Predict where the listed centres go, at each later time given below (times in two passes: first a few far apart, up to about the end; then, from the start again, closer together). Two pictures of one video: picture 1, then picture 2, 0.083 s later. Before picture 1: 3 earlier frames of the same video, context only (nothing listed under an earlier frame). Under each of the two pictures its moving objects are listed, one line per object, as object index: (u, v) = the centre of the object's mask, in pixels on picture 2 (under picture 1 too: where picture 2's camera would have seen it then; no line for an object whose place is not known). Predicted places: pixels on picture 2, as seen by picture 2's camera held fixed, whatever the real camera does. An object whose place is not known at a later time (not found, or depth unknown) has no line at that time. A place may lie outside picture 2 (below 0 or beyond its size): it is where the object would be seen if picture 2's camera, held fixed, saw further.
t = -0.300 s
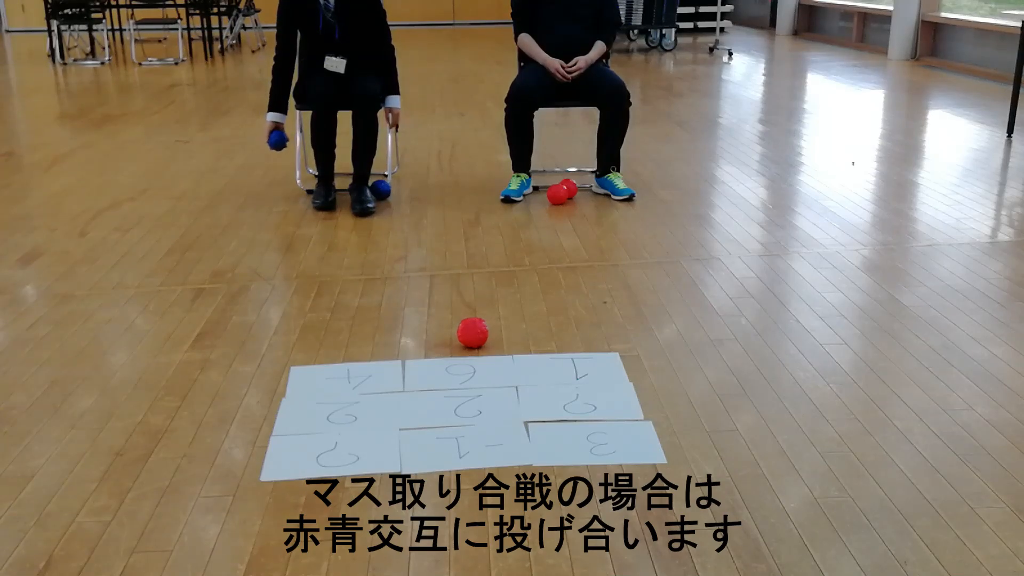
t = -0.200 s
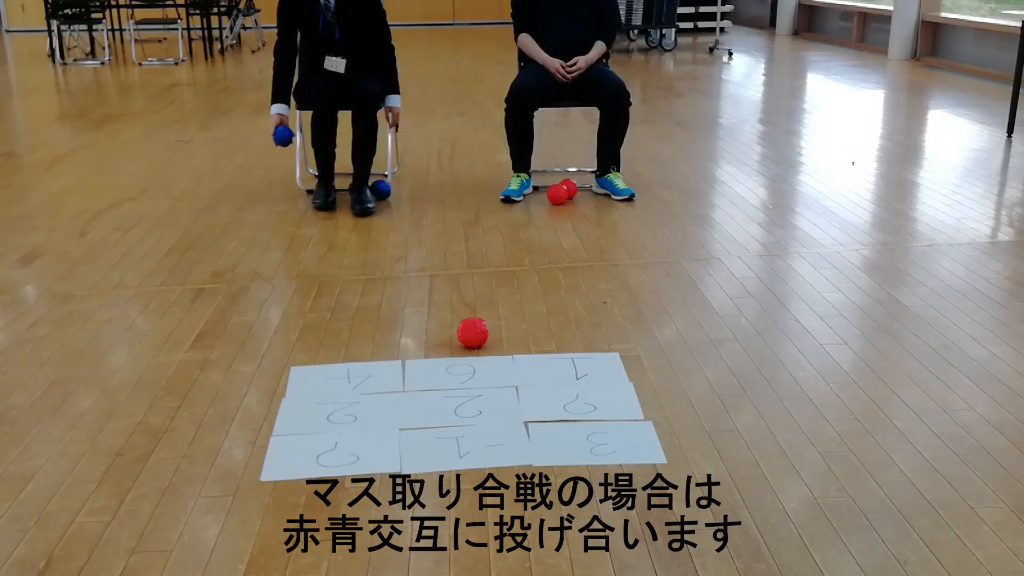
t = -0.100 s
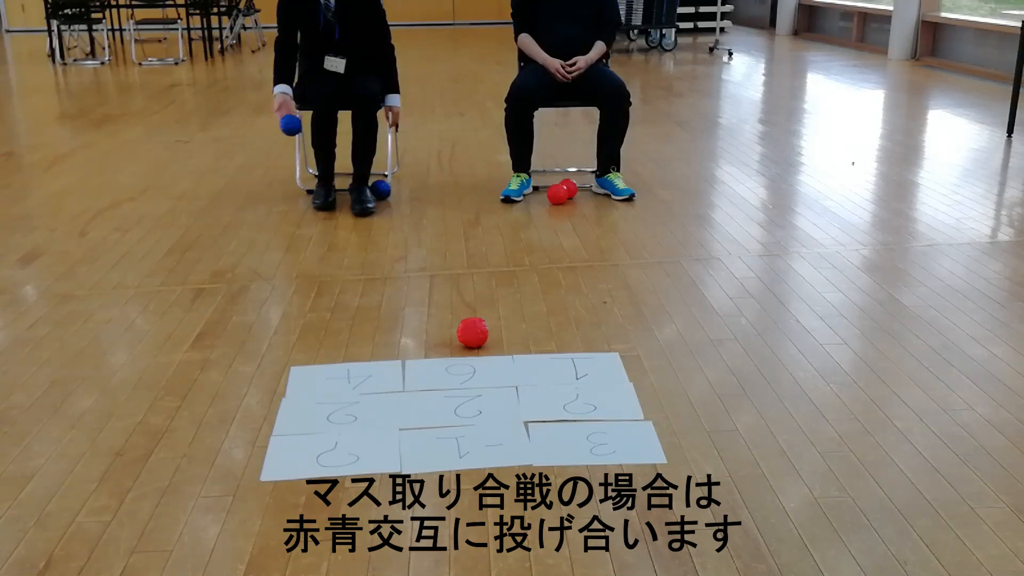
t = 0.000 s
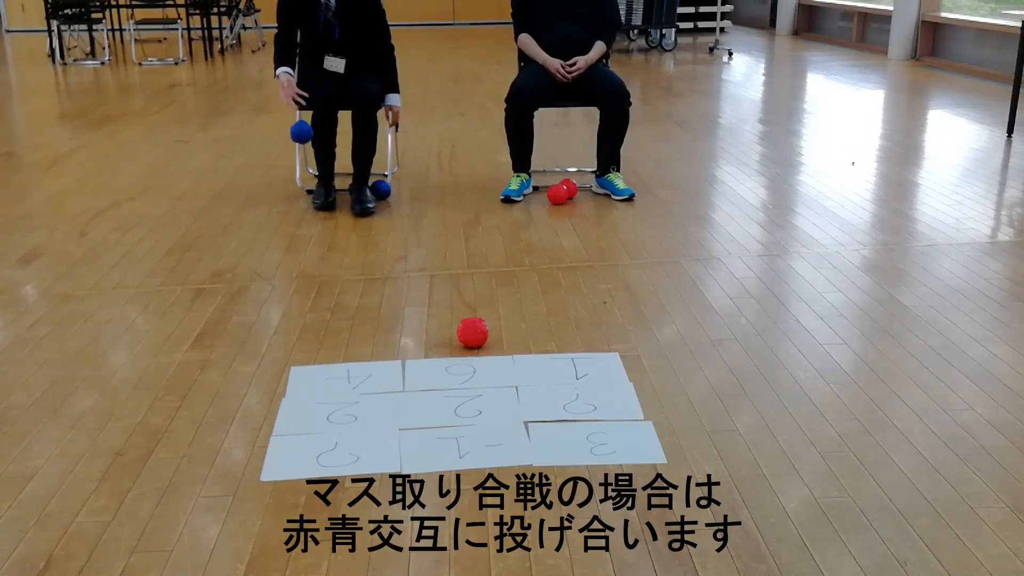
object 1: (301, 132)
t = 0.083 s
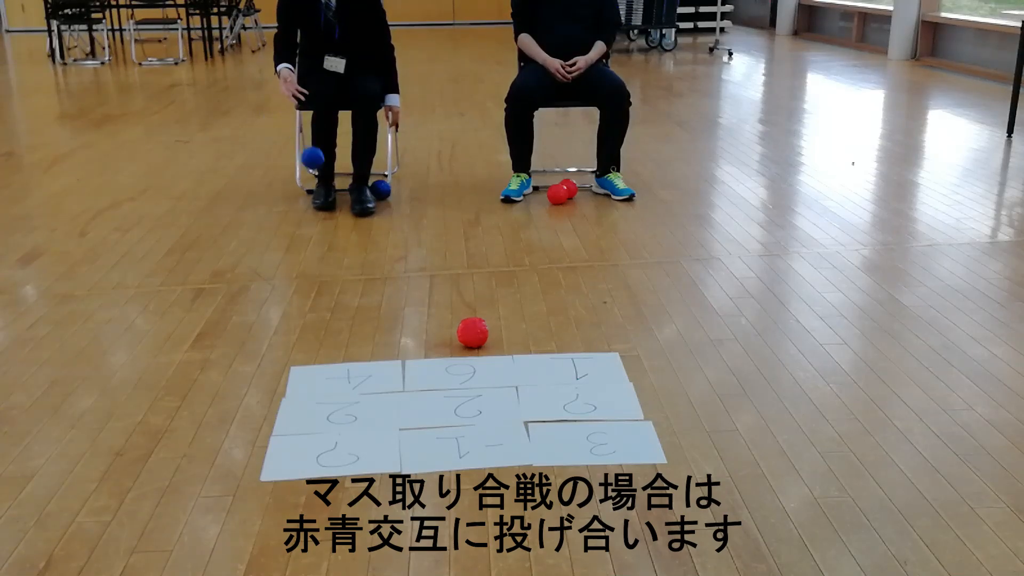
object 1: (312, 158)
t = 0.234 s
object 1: (335, 243)
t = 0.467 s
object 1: (340, 253)
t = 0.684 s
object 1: (344, 290)
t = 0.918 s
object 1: (338, 314)
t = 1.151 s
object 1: (334, 336)
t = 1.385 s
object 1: (334, 357)
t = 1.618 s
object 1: (340, 378)
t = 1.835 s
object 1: (345, 394)
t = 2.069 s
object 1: (356, 413)
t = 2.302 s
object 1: (372, 424)
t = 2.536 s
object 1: (393, 433)
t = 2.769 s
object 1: (413, 438)
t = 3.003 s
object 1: (440, 440)
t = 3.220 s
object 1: (461, 436)
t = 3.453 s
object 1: (468, 439)
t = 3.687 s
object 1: (471, 437)
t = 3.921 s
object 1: (466, 438)
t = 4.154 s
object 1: (461, 437)
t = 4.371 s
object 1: (456, 438)
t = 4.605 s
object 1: (444, 439)
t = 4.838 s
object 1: (436, 440)
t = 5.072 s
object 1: (439, 439)
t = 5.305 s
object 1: (448, 439)
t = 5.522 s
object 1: (444, 439)
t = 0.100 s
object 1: (315, 166)
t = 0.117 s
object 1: (318, 174)
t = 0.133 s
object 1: (321, 184)
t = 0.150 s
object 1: (323, 196)
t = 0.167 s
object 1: (325, 203)
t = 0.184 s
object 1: (328, 215)
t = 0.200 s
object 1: (331, 228)
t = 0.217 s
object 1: (334, 242)
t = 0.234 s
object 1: (335, 243)
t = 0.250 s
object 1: (336, 239)
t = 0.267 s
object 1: (335, 236)
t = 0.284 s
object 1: (335, 233)
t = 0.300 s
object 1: (335, 231)
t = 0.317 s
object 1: (336, 230)
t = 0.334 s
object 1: (336, 229)
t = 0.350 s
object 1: (337, 229)
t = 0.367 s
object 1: (337, 230)
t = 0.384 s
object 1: (337, 232)
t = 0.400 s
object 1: (338, 234)
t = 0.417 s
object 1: (338, 238)
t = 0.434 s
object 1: (339, 241)
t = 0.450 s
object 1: (339, 247)
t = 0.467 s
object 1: (340, 253)
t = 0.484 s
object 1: (341, 259)
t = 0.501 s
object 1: (342, 267)
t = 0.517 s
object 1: (343, 275)
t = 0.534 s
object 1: (343, 273)
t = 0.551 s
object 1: (343, 272)
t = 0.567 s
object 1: (343, 271)
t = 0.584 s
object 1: (343, 271)
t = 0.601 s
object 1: (343, 272)
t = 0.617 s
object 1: (343, 274)
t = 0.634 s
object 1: (343, 276)
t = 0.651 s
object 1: (343, 280)
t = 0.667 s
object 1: (344, 284)
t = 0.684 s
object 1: (344, 290)
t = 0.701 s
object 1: (344, 290)
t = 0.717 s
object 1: (344, 291)
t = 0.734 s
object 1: (343, 292)
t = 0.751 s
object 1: (343, 293)
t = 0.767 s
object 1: (342, 295)
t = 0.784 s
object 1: (341, 298)
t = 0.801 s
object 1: (341, 301)
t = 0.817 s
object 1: (341, 303)
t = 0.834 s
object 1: (341, 305)
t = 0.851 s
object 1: (340, 306)
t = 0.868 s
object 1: (339, 307)
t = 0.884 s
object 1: (339, 310)
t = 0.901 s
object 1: (339, 314)
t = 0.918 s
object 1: (338, 314)
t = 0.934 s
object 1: (337, 313)
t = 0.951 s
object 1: (336, 313)
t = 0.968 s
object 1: (335, 314)
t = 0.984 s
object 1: (335, 316)
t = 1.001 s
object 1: (334, 320)
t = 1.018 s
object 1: (333, 324)
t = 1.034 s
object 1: (333, 325)
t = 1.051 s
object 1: (333, 325)
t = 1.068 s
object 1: (333, 327)
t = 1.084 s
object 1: (333, 329)
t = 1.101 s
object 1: (333, 332)
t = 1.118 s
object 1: (333, 332)
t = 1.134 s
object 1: (333, 334)
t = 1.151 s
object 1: (334, 336)
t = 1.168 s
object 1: (334, 338)
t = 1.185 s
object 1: (333, 338)
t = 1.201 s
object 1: (333, 340)
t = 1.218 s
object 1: (334, 342)
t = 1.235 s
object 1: (334, 344)
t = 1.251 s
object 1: (334, 347)
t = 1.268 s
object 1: (334, 348)
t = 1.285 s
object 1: (334, 348)
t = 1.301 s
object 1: (334, 349)
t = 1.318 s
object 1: (334, 351)
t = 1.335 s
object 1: (334, 353)
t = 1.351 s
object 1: (334, 355)
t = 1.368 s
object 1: (334, 355)
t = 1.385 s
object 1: (334, 357)
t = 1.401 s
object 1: (334, 359)
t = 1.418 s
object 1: (334, 361)
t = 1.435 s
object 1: (335, 363)
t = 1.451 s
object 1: (335, 364)
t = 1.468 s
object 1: (336, 366)
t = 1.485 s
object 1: (336, 367)
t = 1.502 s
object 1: (337, 368)
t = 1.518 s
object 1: (337, 369)
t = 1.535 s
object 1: (338, 370)
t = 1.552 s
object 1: (338, 373)
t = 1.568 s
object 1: (339, 374)
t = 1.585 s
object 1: (339, 375)
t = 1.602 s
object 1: (339, 377)
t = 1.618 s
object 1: (340, 378)
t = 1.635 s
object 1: (340, 378)
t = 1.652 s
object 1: (340, 379)
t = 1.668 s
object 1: (341, 381)
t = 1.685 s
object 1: (341, 382)
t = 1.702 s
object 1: (342, 385)
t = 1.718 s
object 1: (342, 388)
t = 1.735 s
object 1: (343, 389)
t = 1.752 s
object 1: (343, 390)
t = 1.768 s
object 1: (343, 390)
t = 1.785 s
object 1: (344, 391)
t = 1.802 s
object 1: (344, 392)
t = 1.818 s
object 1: (344, 393)
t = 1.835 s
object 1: (345, 394)
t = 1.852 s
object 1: (345, 396)
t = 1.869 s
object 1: (346, 398)
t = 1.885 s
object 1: (347, 399)
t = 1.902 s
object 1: (347, 400)
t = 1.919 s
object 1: (348, 401)
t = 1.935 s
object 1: (348, 402)
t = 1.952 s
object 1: (349, 404)
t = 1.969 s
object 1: (350, 406)
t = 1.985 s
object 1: (351, 407)
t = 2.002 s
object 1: (352, 409)
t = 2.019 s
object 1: (353, 409)
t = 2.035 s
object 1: (353, 410)
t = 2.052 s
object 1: (355, 411)
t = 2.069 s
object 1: (356, 413)
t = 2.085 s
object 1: (357, 413)
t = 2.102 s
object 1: (358, 414)
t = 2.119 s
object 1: (359, 415)
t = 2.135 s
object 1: (360, 416)
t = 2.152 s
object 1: (361, 417)
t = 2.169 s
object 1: (362, 418)
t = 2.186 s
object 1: (364, 419)
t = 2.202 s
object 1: (365, 420)
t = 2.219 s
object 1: (367, 420)
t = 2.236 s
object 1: (368, 421)
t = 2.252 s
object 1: (369, 421)
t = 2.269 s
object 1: (370, 422)
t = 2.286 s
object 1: (371, 423)
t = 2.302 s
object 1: (372, 424)
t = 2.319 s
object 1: (373, 424)
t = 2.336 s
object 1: (375, 424)
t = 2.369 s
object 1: (376, 425)
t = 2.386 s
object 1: (377, 426)
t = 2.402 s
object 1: (378, 426)
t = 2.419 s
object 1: (380, 427)
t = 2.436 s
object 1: (381, 428)
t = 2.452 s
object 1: (383, 430)
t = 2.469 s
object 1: (385, 431)
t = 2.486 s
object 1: (388, 432)
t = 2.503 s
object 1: (390, 432)
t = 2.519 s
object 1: (392, 432)
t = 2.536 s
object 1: (393, 433)
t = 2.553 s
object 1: (394, 433)
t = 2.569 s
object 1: (396, 433)
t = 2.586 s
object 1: (397, 434)
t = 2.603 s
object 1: (398, 434)
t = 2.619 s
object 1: (399, 435)
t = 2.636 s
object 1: (400, 435)
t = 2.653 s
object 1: (401, 435)
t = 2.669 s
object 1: (403, 436)
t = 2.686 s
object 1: (404, 436)
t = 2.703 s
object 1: (406, 437)
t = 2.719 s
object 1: (407, 437)
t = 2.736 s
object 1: (409, 438)
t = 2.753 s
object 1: (411, 438)
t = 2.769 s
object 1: (413, 438)
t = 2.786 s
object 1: (415, 438)
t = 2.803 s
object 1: (417, 438)
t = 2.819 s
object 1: (419, 438)
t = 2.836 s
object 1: (421, 438)
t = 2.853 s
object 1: (422, 438)
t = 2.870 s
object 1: (424, 438)
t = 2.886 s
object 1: (426, 439)
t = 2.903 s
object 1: (428, 439)
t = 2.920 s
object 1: (430, 440)
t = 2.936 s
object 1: (432, 440)
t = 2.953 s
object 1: (434, 440)
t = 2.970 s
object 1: (436, 440)
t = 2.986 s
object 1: (438, 440)
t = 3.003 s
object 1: (440, 440)
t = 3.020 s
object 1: (442, 440)
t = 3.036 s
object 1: (444, 440)
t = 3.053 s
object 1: (447, 440)
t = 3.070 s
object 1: (448, 439)
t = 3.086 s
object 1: (450, 439)
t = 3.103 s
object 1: (452, 439)
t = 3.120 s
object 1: (453, 438)
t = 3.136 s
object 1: (455, 438)
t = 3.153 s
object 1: (456, 437)
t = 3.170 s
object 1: (457, 437)
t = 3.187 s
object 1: (458, 437)
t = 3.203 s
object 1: (460, 436)
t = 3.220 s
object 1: (461, 436)
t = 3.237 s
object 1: (462, 436)
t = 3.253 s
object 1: (462, 437)
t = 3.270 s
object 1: (463, 437)
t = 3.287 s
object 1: (464, 438)
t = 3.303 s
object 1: (465, 438)
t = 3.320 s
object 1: (465, 438)
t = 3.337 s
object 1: (466, 438)
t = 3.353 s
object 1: (466, 439)
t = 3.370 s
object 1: (467, 439)
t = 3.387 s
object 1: (467, 439)
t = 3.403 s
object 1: (467, 439)
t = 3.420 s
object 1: (468, 439)
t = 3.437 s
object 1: (468, 439)
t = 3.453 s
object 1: (468, 439)
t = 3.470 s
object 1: (468, 439)
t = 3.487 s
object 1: (468, 439)
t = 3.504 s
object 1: (468, 439)
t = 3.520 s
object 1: (469, 439)
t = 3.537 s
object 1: (469, 439)
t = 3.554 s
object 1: (469, 439)
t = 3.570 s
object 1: (469, 439)
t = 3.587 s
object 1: (470, 439)
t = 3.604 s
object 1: (470, 439)
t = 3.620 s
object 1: (470, 438)
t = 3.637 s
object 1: (471, 438)
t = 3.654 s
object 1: (471, 438)
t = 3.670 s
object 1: (471, 438)
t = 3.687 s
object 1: (471, 437)
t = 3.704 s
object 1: (471, 437)
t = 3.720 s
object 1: (471, 437)
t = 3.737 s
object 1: (470, 437)
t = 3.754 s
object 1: (470, 437)
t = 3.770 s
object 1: (469, 437)
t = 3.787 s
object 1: (469, 437)
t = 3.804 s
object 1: (468, 437)
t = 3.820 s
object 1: (468, 437)
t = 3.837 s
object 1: (468, 437)
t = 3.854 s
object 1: (467, 437)
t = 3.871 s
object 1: (467, 438)
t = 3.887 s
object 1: (467, 438)
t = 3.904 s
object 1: (466, 438)
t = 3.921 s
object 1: (466, 438)
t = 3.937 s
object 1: (465, 438)
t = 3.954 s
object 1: (465, 438)
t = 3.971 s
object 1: (465, 438)
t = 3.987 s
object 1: (464, 438)
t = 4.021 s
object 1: (464, 438)
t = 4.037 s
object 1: (463, 438)
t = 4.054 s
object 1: (463, 438)
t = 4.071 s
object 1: (463, 438)
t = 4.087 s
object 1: (462, 437)
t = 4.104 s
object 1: (462, 437)
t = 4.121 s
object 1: (462, 437)
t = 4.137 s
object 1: (462, 437)
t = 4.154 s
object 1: (461, 437)
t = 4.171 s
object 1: (461, 437)
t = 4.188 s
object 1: (461, 437)
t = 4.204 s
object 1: (460, 437)
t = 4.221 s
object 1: (460, 437)
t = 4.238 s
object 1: (460, 437)
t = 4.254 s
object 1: (459, 437)
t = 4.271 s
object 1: (459, 437)
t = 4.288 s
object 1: (459, 437)
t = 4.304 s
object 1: (458, 437)
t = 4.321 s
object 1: (458, 437)
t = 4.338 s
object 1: (457, 437)
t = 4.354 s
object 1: (456, 437)
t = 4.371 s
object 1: (456, 438)
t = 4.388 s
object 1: (455, 438)
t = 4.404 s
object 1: (455, 438)
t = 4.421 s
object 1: (454, 438)
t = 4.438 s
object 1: (454, 438)
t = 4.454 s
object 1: (453, 438)
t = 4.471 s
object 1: (452, 438)
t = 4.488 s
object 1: (451, 438)
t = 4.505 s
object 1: (451, 438)
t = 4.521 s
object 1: (450, 438)
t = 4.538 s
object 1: (449, 439)
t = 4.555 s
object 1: (448, 439)
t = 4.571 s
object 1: (447, 439)
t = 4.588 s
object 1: (446, 439)
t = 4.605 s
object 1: (444, 439)
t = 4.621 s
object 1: (443, 439)
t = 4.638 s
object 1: (443, 439)
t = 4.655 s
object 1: (441, 439)
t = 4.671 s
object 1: (441, 439)
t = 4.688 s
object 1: (440, 440)
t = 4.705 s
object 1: (439, 440)
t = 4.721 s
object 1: (438, 440)
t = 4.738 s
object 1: (438, 440)
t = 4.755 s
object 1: (437, 440)
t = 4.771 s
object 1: (437, 440)
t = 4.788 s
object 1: (436, 440)
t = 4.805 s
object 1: (436, 440)
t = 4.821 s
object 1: (436, 440)
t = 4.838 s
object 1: (436, 440)
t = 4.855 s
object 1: (435, 440)
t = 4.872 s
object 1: (435, 440)
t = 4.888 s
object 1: (435, 440)
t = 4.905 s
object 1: (436, 440)
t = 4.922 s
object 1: (436, 440)
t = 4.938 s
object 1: (436, 440)
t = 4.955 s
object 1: (436, 440)
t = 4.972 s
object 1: (437, 440)
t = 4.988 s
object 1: (437, 440)
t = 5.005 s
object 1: (438, 440)
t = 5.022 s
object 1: (438, 440)
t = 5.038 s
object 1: (438, 440)
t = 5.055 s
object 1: (439, 439)
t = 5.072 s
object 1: (439, 439)
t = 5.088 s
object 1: (440, 439)
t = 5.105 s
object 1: (441, 439)
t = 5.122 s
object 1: (441, 439)
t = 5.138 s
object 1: (442, 439)
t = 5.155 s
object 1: (442, 439)
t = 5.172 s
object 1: (443, 439)
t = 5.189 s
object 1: (444, 439)
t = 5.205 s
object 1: (445, 439)
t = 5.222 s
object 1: (445, 439)
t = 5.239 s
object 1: (446, 439)
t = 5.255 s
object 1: (447, 439)
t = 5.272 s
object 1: (447, 439)
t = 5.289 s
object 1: (447, 439)
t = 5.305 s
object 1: (448, 439)
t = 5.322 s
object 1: (448, 439)
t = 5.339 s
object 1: (448, 439)
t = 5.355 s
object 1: (448, 439)
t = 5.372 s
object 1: (447, 439)
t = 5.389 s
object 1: (447, 439)
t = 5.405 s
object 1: (446, 439)
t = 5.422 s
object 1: (446, 439)
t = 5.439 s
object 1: (445, 439)
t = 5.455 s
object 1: (445, 439)
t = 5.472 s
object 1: (444, 439)
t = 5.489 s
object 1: (444, 439)
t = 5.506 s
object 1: (444, 439)
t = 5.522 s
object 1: (444, 439)
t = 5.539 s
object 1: (443, 439)
